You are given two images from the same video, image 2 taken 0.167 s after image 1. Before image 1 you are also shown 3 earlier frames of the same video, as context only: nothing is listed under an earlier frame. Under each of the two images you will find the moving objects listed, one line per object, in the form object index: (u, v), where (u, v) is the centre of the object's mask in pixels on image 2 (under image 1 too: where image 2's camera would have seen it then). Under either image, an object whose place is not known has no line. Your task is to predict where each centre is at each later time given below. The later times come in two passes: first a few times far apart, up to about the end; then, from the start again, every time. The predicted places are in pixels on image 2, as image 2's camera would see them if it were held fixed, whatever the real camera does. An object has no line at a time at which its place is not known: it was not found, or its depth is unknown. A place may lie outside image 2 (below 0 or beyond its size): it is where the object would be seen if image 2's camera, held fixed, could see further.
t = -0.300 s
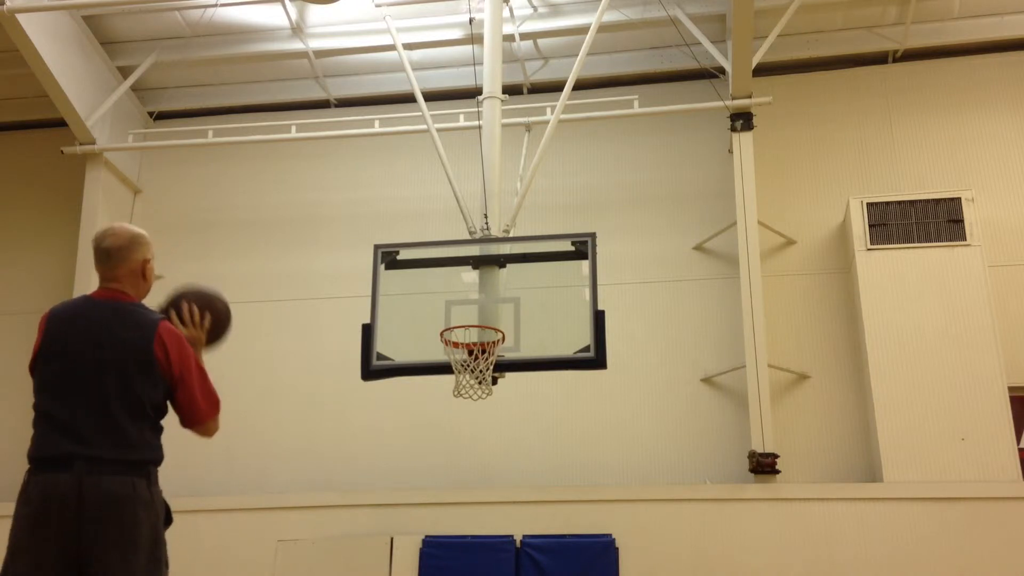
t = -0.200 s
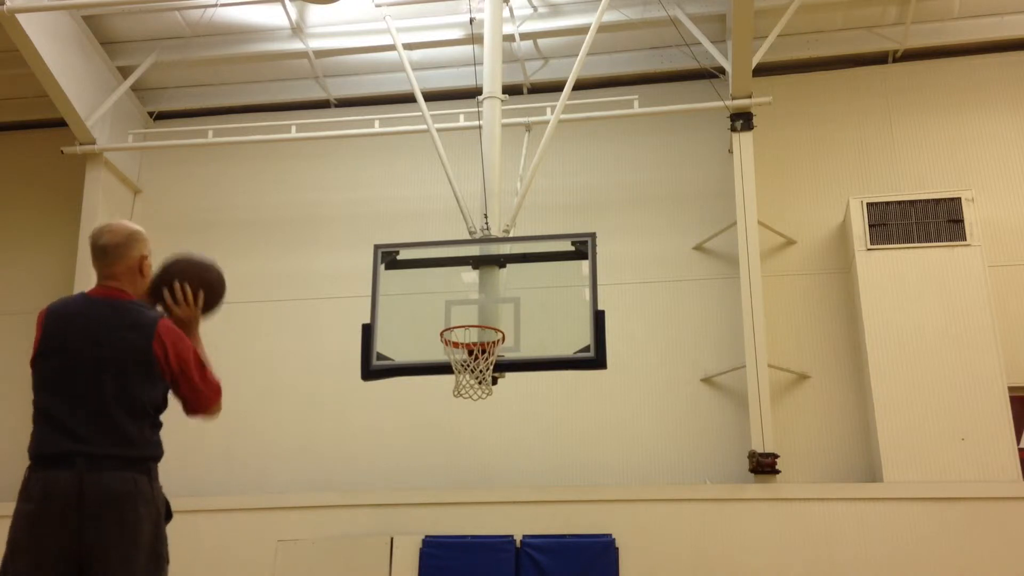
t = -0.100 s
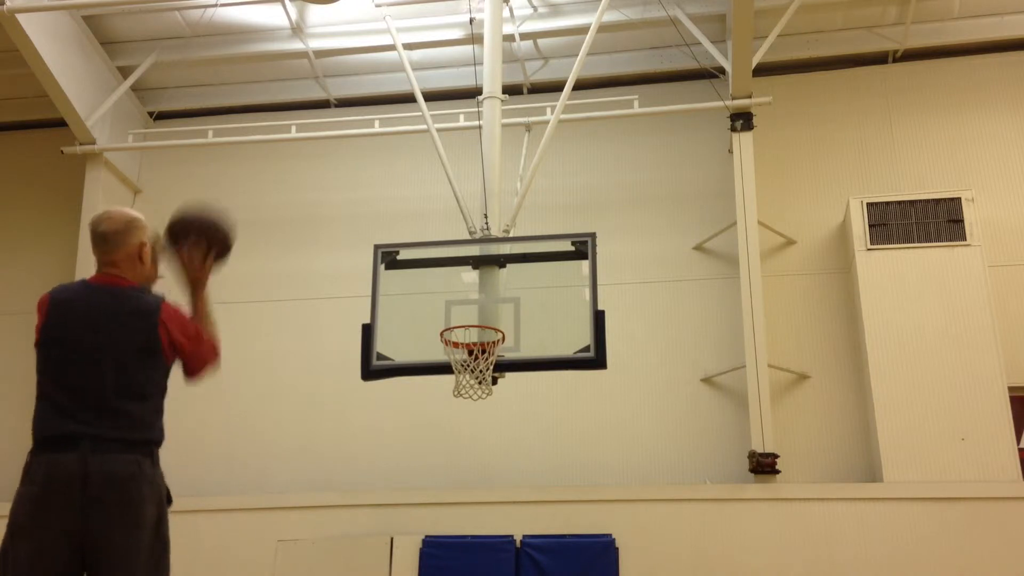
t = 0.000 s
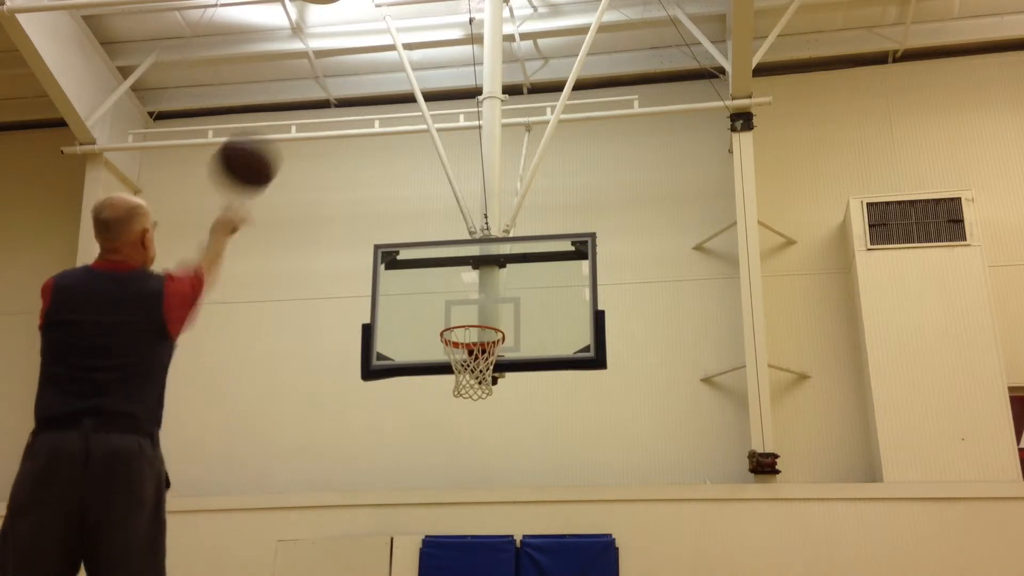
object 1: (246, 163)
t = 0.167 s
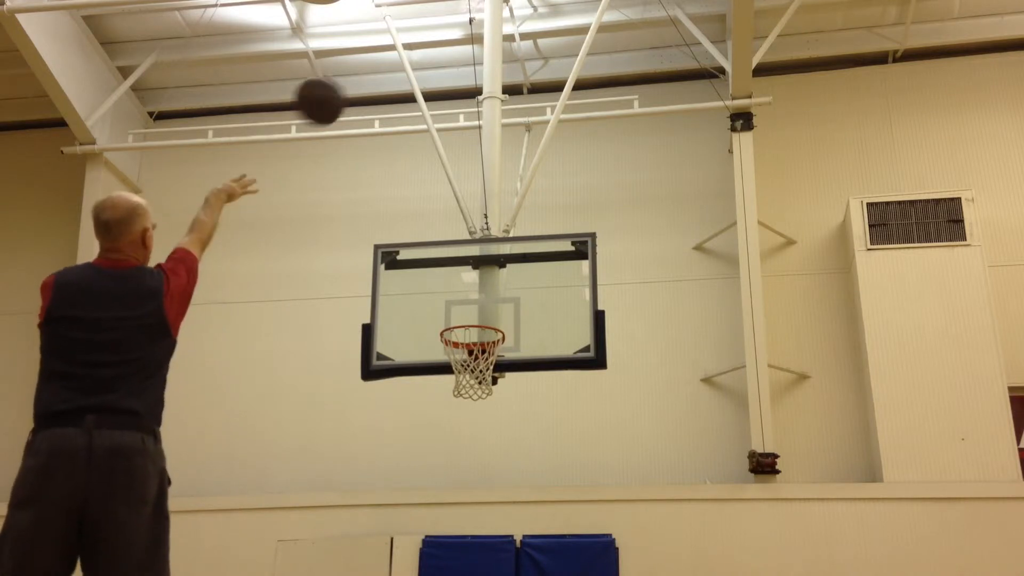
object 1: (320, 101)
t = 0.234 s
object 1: (342, 93)
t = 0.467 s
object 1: (399, 117)
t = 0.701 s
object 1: (439, 204)
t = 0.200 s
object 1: (331, 96)
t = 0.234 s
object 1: (342, 93)
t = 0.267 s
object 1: (352, 93)
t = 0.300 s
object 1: (361, 93)
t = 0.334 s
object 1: (370, 96)
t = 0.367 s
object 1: (378, 100)
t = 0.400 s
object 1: (385, 105)
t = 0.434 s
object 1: (393, 111)
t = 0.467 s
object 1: (399, 117)
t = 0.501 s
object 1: (407, 128)
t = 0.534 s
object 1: (412, 139)
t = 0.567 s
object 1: (418, 149)
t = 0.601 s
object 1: (424, 161)
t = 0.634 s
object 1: (429, 174)
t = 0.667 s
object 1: (435, 188)
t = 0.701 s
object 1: (439, 204)
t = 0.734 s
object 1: (444, 218)
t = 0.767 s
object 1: (449, 236)
